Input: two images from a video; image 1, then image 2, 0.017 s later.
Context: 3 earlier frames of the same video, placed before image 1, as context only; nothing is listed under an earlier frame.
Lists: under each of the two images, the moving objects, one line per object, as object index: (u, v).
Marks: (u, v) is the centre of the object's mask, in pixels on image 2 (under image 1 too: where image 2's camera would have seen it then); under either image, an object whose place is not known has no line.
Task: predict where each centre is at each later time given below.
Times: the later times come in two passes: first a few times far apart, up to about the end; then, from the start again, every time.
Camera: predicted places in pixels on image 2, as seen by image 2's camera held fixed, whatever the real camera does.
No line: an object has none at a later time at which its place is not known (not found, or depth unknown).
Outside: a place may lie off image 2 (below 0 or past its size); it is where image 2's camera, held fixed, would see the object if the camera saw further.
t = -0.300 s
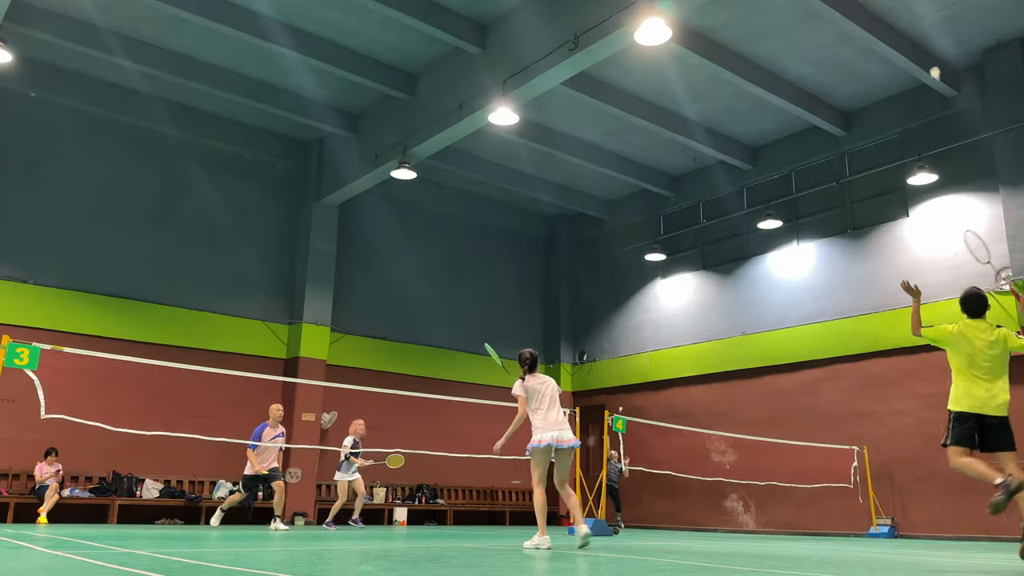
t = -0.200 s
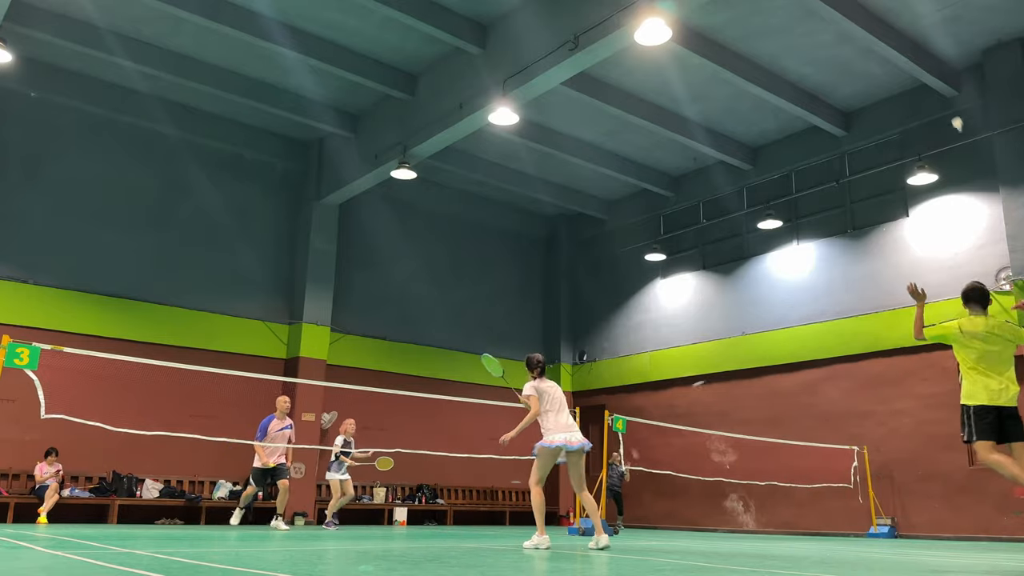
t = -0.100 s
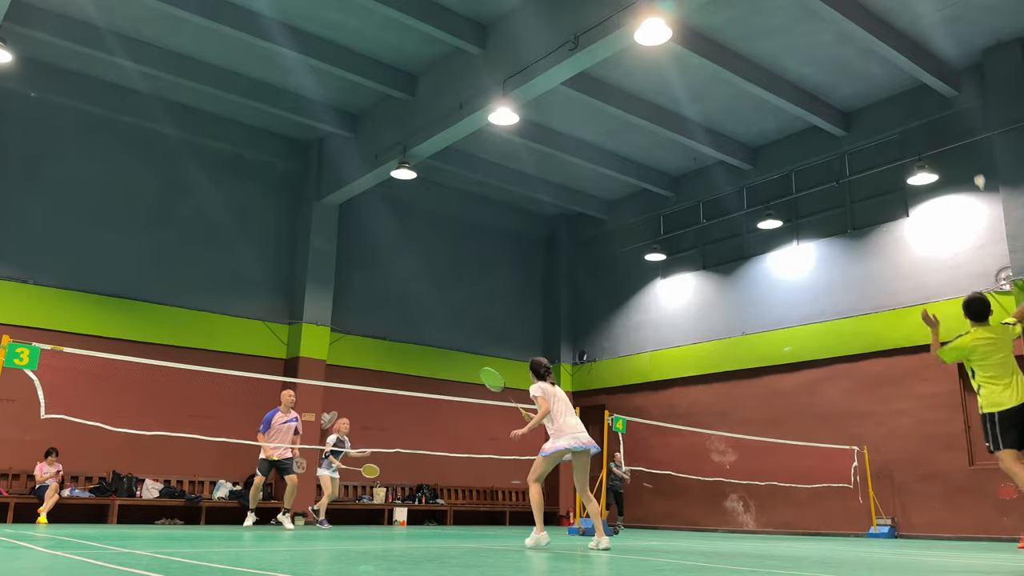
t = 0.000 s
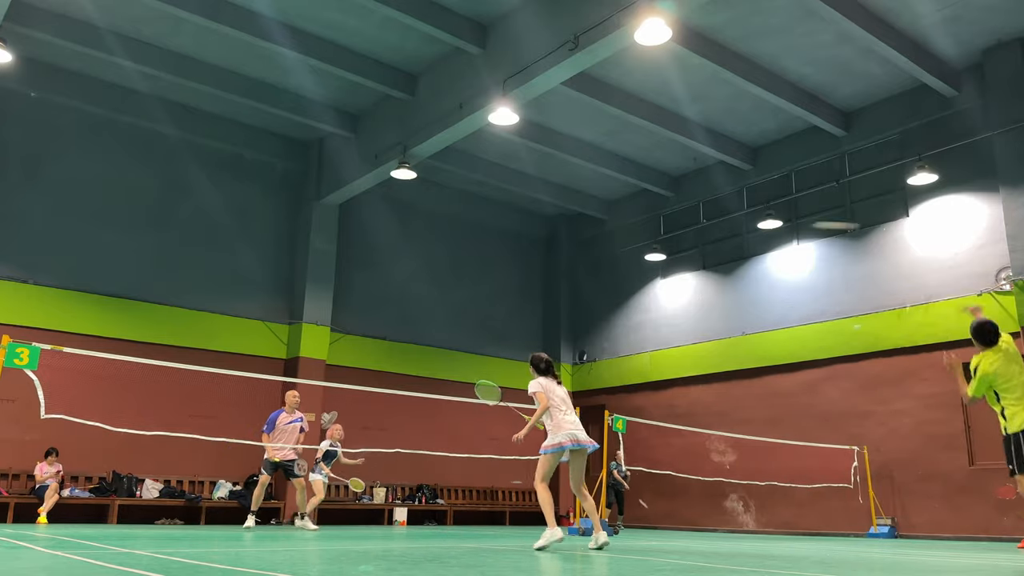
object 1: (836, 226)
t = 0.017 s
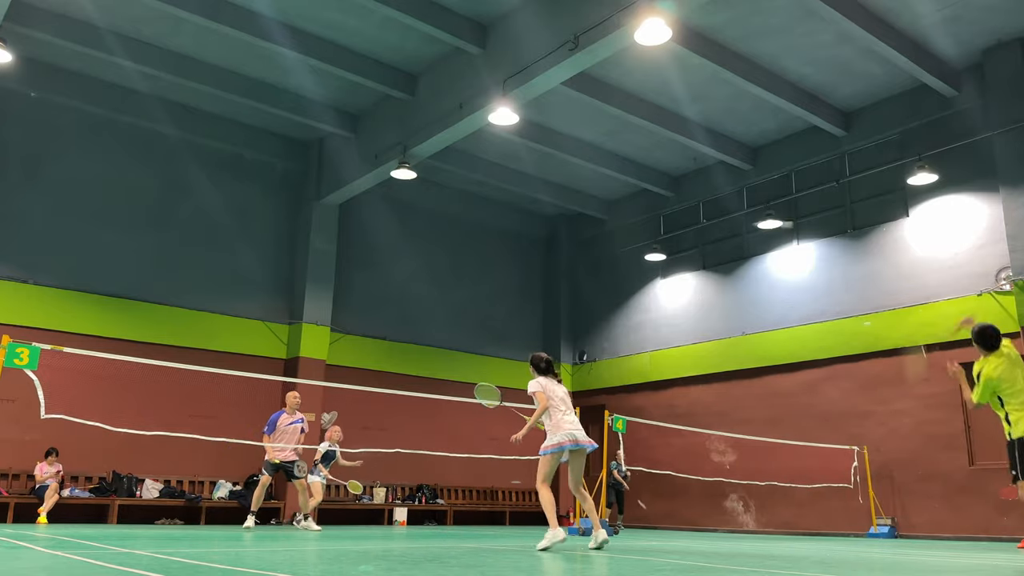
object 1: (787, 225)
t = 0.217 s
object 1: (504, 227)
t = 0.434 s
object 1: (417, 248)
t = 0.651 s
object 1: (370, 282)
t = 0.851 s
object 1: (340, 323)
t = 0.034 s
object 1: (726, 224)
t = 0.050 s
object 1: (685, 224)
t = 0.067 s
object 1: (653, 223)
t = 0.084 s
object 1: (628, 223)
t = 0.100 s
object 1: (605, 223)
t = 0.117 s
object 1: (585, 222)
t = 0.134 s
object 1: (568, 223)
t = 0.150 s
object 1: (552, 223)
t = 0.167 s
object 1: (538, 224)
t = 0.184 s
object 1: (526, 225)
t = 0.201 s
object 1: (515, 225)
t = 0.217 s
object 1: (504, 227)
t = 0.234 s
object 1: (495, 228)
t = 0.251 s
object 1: (486, 229)
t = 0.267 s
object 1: (478, 230)
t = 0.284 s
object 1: (470, 232)
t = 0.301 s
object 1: (462, 233)
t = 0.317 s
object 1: (456, 235)
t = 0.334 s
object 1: (450, 236)
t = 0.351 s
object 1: (443, 238)
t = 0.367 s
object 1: (438, 240)
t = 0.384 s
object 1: (432, 242)
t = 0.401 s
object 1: (427, 244)
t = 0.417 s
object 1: (422, 246)
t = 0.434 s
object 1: (417, 248)
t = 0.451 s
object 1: (413, 250)
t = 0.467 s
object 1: (408, 252)
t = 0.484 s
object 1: (404, 254)
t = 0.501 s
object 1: (400, 257)
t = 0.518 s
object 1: (396, 259)
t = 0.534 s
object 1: (393, 262)
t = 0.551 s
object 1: (389, 264)
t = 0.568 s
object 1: (386, 267)
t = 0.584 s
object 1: (382, 270)
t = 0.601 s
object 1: (379, 273)
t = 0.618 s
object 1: (376, 275)
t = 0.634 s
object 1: (373, 278)
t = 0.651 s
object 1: (370, 282)
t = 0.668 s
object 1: (367, 284)
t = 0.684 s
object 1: (364, 288)
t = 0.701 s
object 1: (361, 291)
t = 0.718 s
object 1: (359, 294)
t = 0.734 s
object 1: (357, 297)
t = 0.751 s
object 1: (354, 301)
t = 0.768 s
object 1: (352, 304)
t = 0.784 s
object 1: (349, 308)
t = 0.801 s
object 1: (347, 312)
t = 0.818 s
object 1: (345, 315)
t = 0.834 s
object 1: (342, 319)
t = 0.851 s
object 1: (340, 323)
